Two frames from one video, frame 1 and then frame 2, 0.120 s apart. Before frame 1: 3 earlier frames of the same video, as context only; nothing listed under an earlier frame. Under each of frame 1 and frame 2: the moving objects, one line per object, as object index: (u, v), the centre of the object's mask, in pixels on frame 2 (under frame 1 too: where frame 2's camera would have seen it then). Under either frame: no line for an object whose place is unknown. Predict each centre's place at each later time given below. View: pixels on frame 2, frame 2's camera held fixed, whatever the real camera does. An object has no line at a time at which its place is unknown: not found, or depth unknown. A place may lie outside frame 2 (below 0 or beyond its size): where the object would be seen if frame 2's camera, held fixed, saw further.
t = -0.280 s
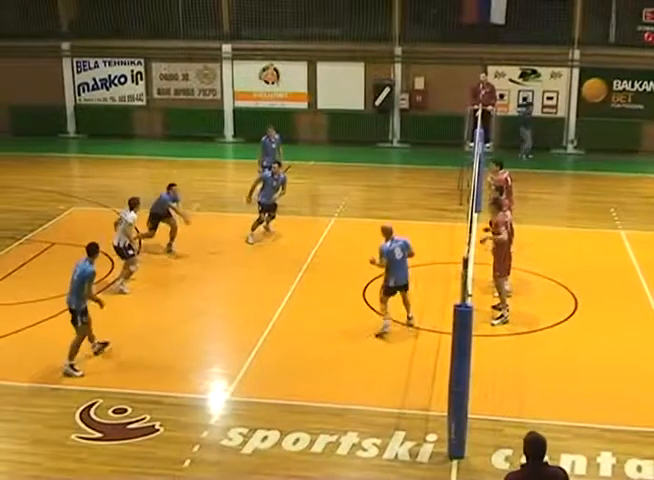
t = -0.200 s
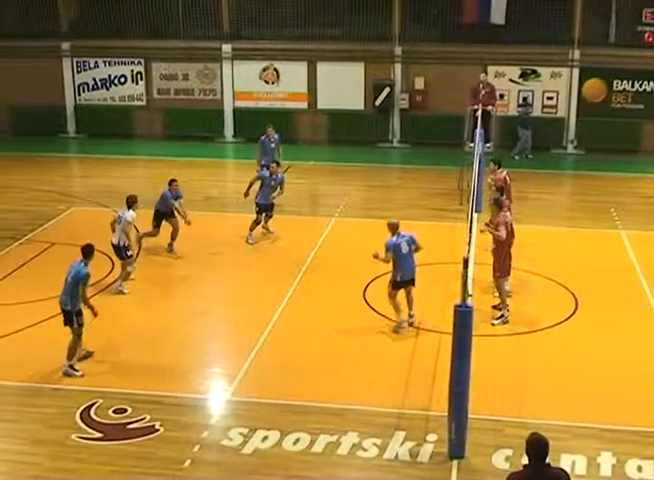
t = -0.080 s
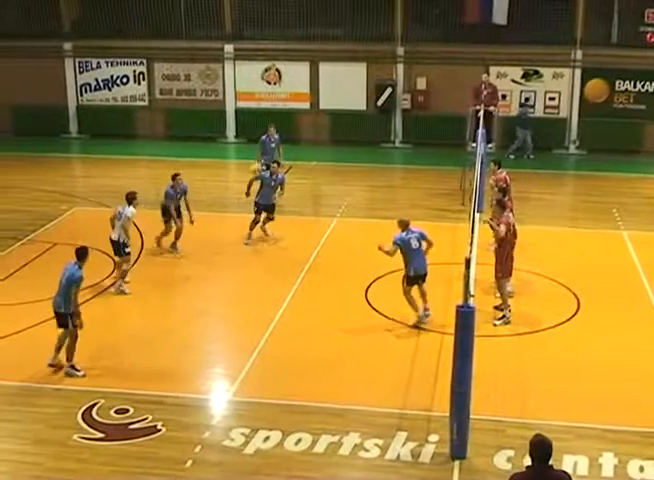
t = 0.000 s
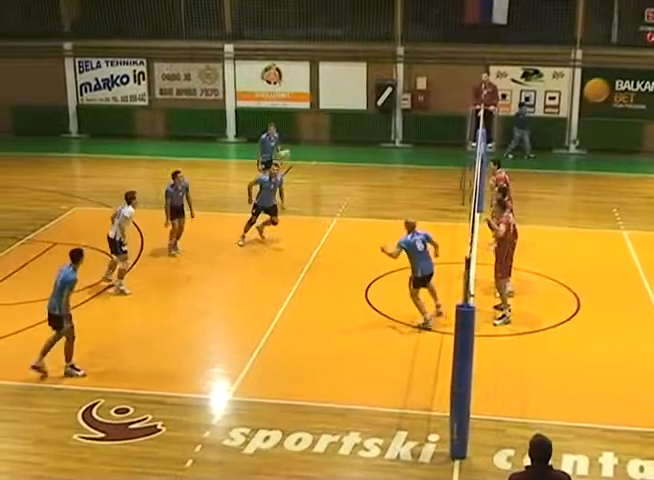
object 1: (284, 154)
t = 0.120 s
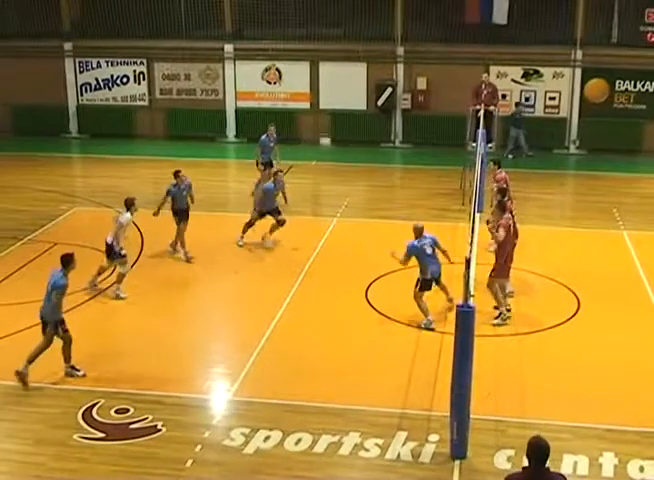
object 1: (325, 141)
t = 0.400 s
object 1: (413, 140)
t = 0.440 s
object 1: (426, 144)
